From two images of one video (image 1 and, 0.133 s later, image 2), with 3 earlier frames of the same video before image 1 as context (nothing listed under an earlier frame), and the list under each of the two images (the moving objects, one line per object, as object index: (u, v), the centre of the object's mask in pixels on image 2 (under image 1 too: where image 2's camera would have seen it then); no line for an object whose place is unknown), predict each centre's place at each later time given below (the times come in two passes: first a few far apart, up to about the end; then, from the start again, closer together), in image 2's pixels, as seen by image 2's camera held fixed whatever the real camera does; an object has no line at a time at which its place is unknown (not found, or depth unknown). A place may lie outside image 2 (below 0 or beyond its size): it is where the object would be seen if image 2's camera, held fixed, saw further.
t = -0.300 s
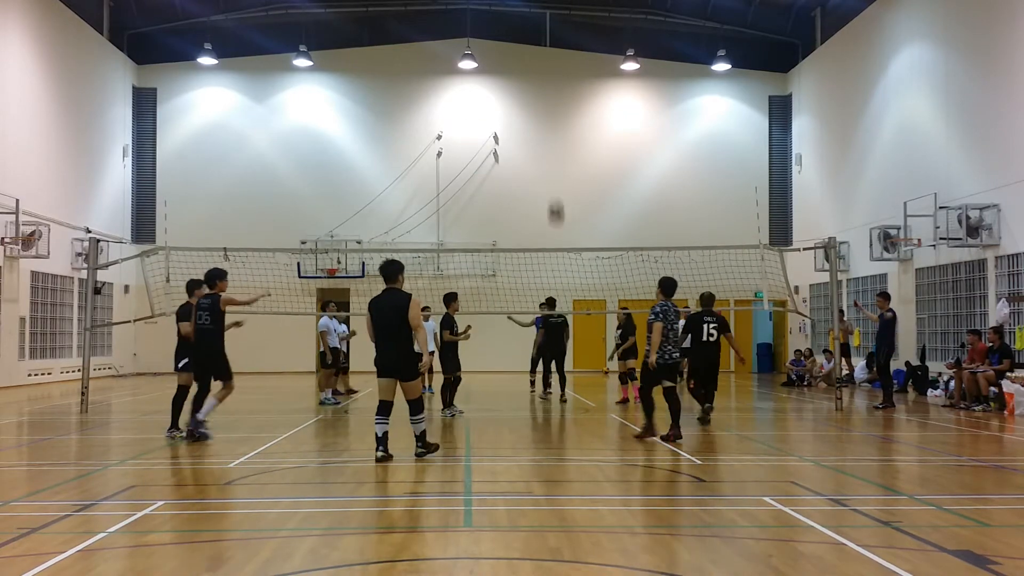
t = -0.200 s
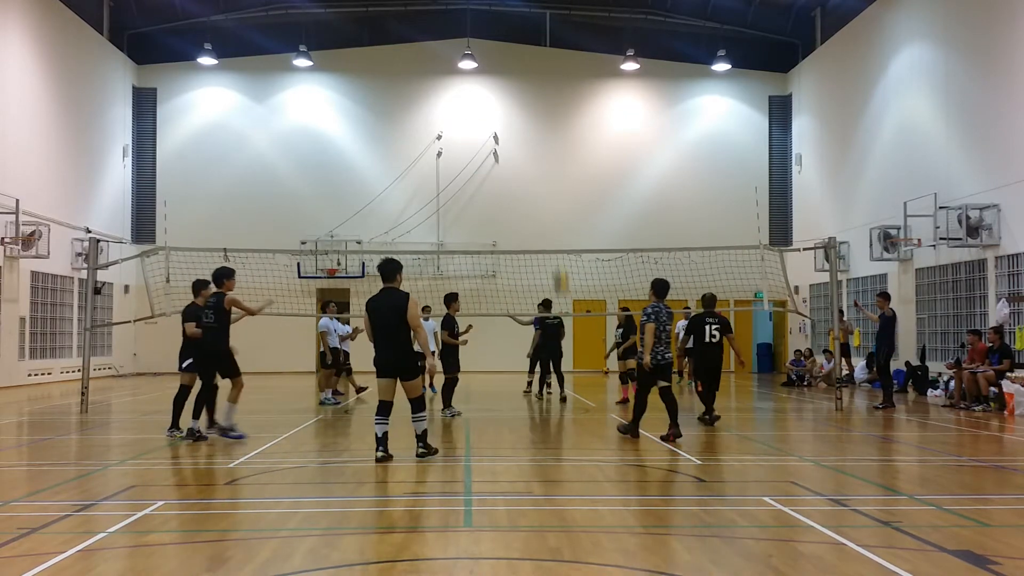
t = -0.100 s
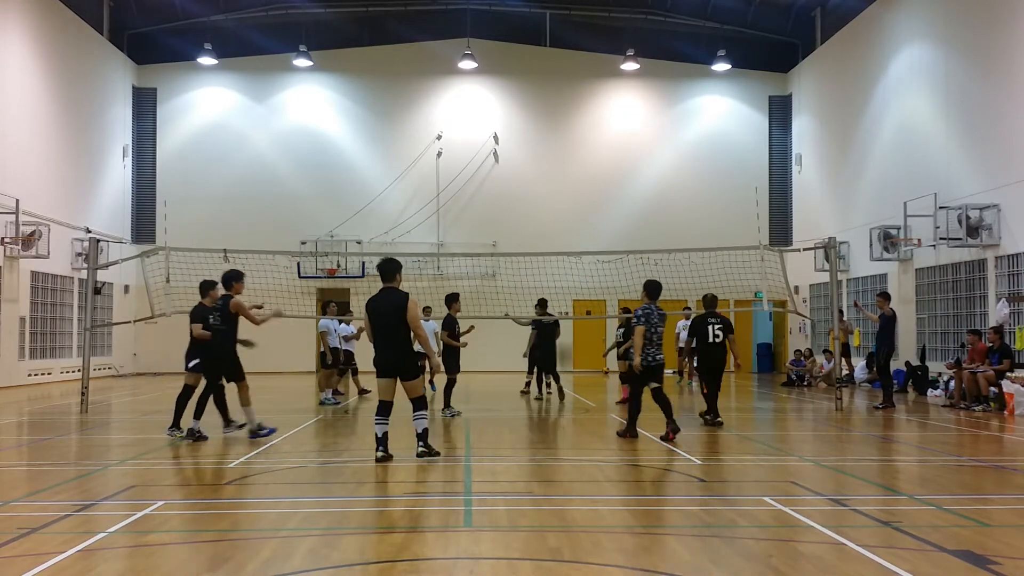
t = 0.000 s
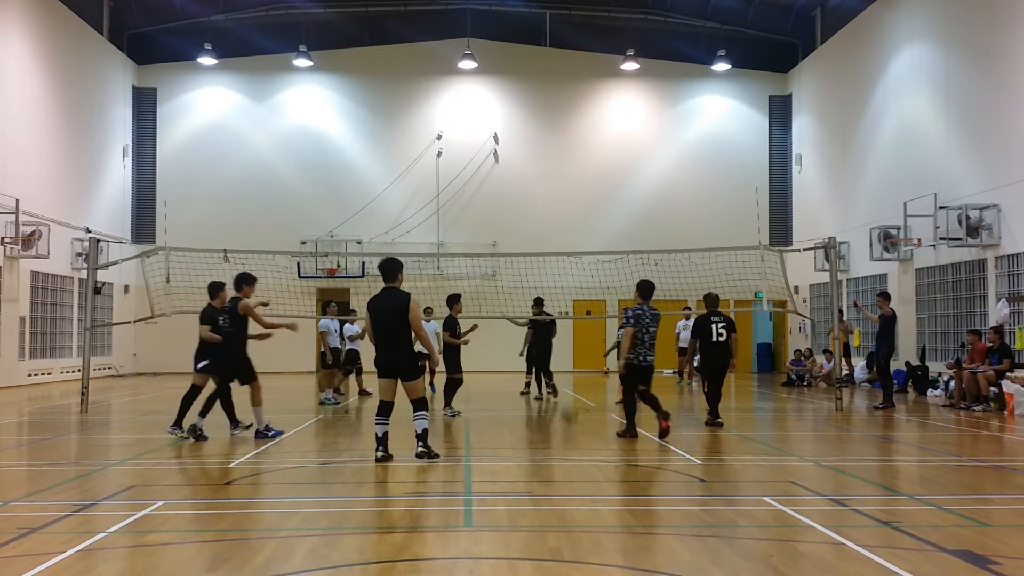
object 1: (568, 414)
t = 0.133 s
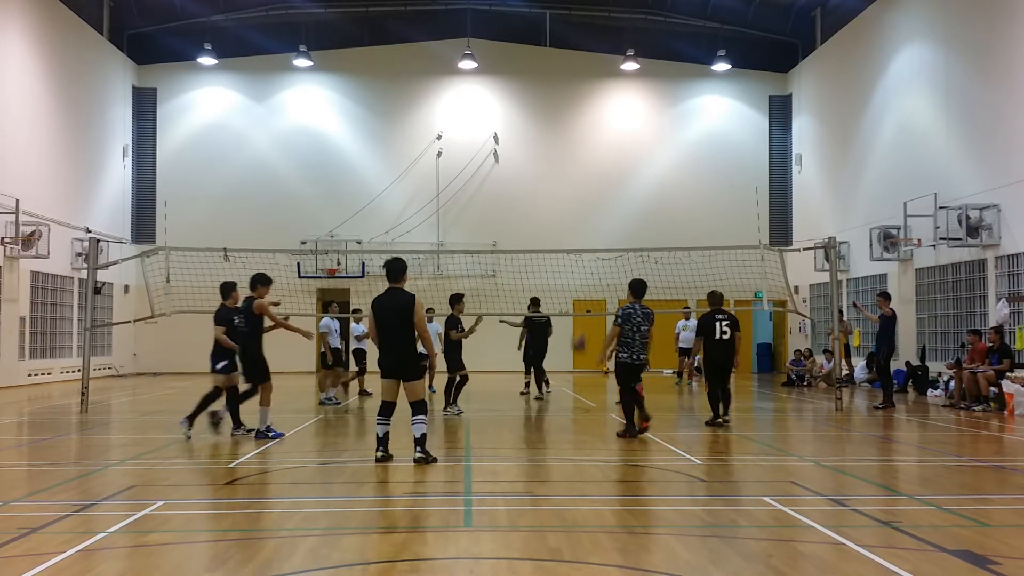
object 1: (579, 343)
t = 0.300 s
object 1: (591, 272)
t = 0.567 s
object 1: (609, 206)
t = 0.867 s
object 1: (629, 202)
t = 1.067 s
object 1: (643, 240)
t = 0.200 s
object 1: (584, 312)
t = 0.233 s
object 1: (587, 297)
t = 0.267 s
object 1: (589, 284)
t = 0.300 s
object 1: (591, 272)
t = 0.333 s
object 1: (594, 261)
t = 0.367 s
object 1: (596, 250)
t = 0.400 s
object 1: (598, 240)
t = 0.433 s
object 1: (600, 231)
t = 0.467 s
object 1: (602, 224)
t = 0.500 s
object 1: (605, 217)
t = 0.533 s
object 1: (607, 211)
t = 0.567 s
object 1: (609, 206)
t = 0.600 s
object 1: (612, 202)
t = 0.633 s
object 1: (614, 199)
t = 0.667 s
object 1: (616, 197)
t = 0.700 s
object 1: (618, 195)
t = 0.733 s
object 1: (621, 195)
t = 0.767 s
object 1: (623, 195)
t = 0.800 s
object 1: (625, 197)
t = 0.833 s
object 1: (627, 199)
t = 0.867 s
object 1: (629, 202)
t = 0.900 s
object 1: (632, 206)
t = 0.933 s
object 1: (634, 211)
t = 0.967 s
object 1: (636, 218)
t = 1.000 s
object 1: (639, 224)
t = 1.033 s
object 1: (641, 232)
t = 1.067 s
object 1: (643, 240)
